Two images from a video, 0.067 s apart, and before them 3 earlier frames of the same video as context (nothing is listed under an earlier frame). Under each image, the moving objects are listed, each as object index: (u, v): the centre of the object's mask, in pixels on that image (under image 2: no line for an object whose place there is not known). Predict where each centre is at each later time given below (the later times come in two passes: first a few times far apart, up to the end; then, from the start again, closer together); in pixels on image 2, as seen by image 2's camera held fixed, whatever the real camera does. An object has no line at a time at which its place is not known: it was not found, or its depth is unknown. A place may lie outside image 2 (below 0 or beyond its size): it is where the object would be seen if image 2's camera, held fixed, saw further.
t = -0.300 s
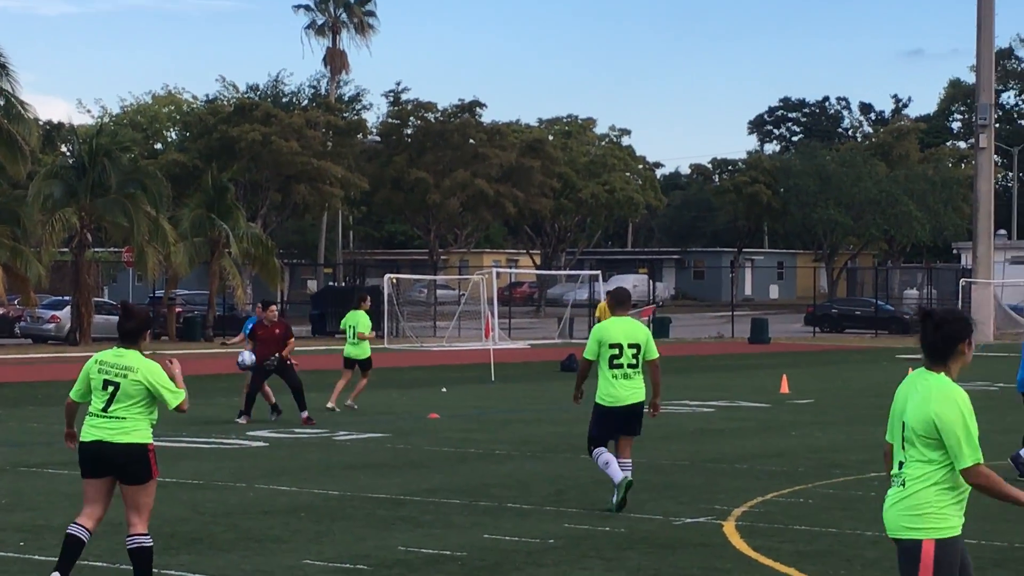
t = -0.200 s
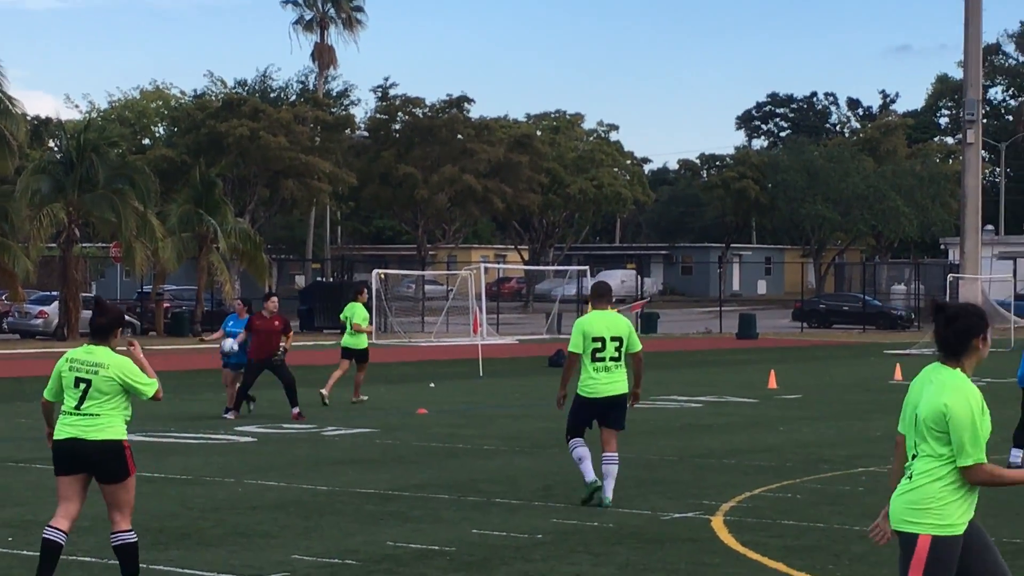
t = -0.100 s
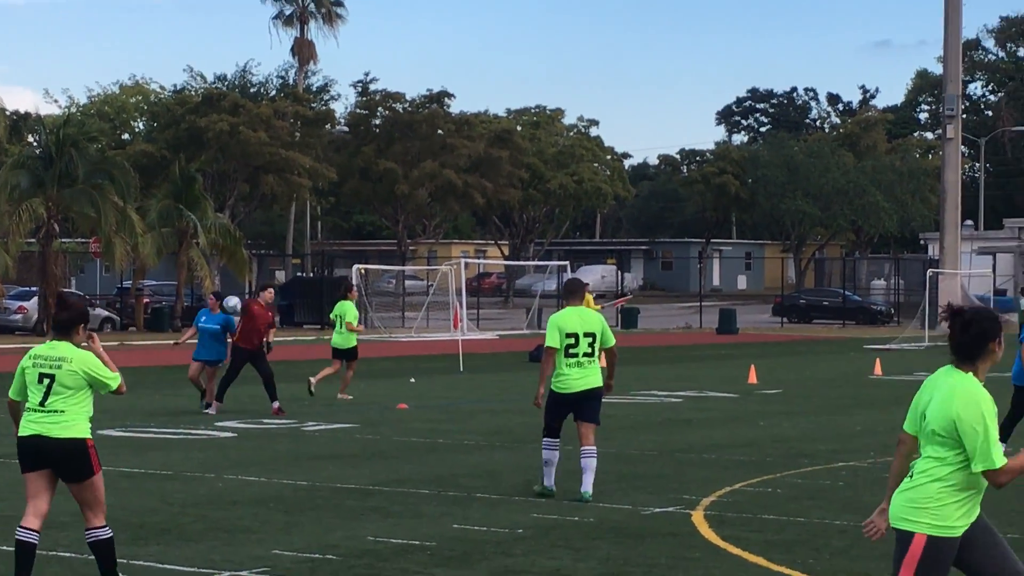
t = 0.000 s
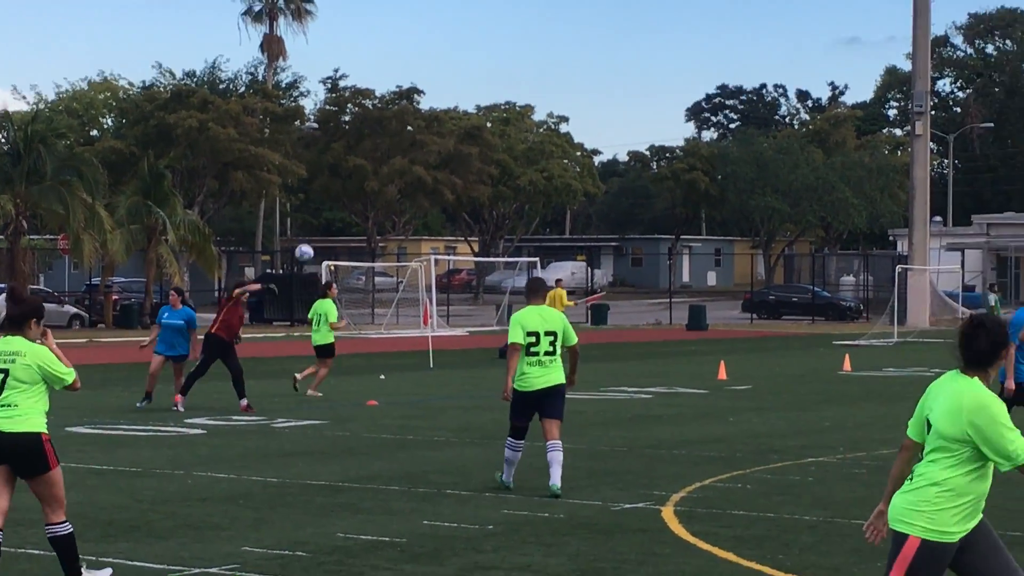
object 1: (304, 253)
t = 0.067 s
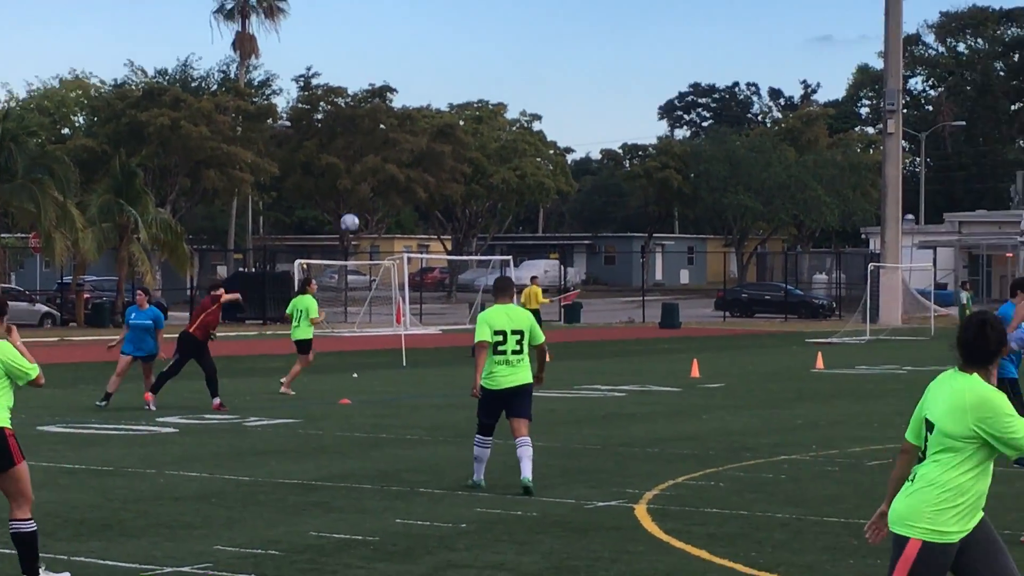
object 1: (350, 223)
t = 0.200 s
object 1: (493, 176)
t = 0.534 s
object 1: (849, 110)
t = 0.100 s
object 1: (385, 210)
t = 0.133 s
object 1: (421, 198)
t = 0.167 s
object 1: (457, 187)
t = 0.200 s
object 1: (493, 176)
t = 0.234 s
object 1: (529, 166)
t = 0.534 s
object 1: (849, 110)
